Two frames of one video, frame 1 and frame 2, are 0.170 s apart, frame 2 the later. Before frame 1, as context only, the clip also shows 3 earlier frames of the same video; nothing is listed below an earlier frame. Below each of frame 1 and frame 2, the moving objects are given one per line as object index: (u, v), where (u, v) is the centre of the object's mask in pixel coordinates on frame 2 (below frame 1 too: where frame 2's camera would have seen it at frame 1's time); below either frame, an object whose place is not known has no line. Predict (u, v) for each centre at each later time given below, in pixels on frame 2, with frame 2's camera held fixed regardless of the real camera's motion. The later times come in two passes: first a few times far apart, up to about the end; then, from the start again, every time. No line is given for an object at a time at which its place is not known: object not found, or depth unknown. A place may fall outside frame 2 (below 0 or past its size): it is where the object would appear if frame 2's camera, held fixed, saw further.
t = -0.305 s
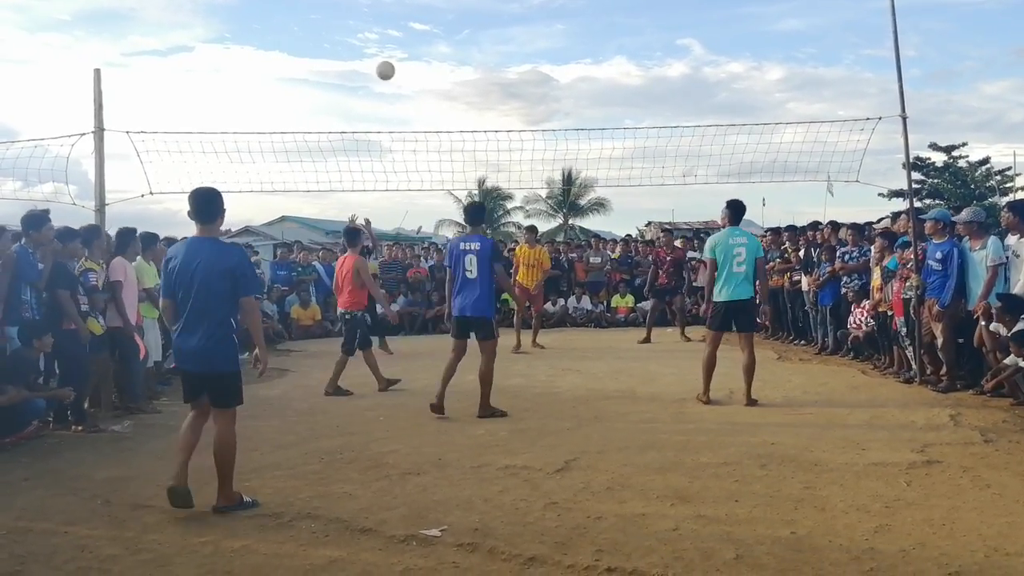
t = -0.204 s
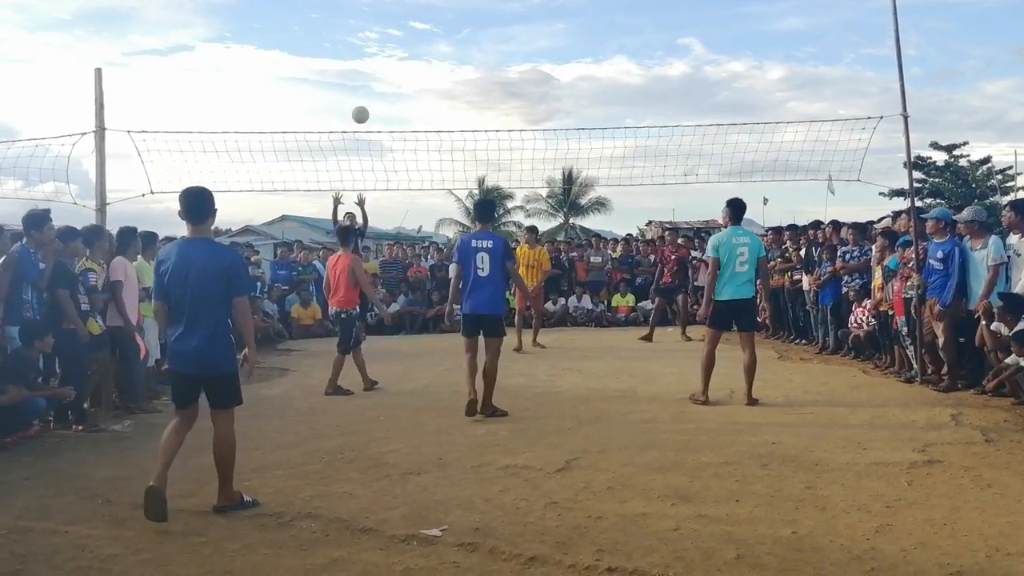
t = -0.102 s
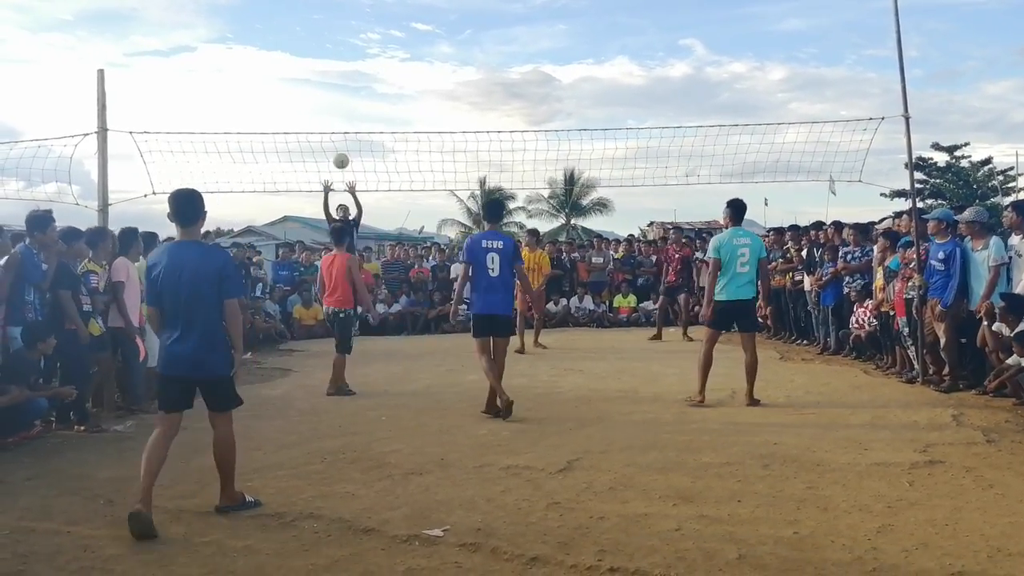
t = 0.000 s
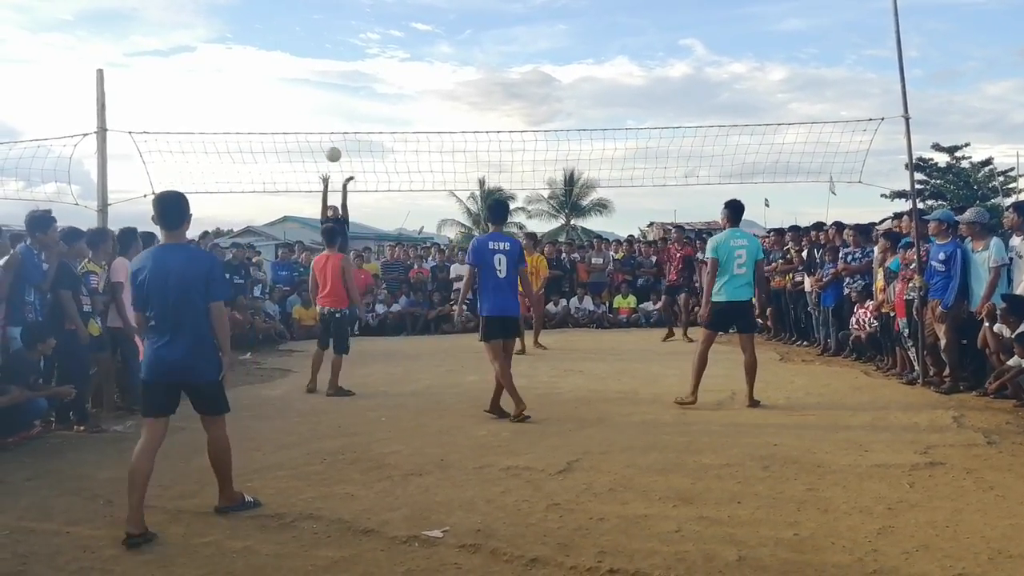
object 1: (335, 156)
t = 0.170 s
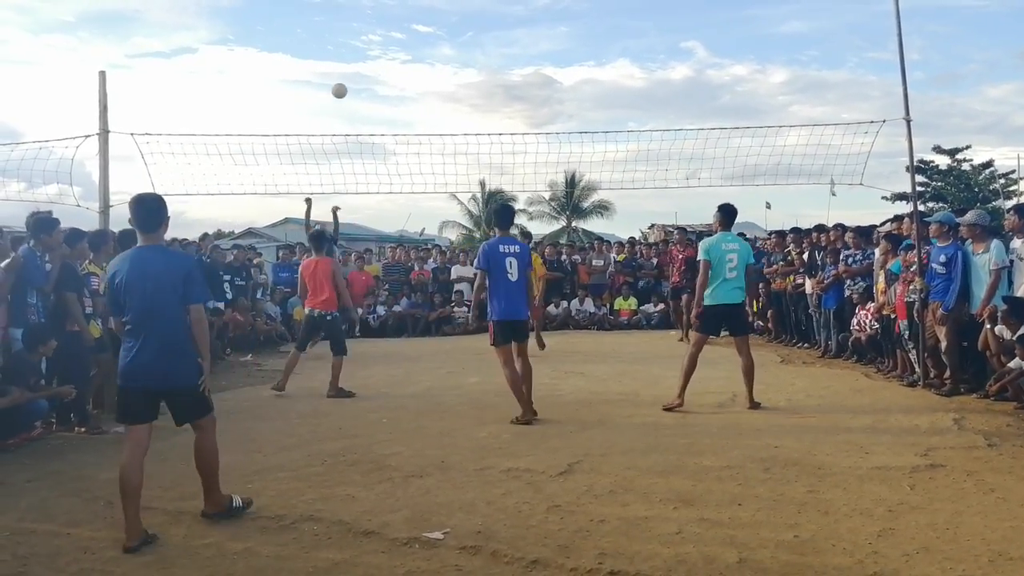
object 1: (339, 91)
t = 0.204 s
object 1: (340, 80)
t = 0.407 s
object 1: (346, 33)
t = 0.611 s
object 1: (354, 17)
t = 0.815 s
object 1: (361, 31)
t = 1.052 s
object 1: (372, 87)
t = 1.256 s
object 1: (382, 168)
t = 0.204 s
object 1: (340, 80)
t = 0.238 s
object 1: (341, 70)
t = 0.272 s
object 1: (342, 61)
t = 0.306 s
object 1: (343, 53)
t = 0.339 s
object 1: (344, 45)
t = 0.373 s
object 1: (345, 39)
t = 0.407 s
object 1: (346, 33)
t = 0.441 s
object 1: (347, 28)
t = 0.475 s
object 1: (349, 24)
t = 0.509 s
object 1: (350, 21)
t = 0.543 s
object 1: (351, 19)
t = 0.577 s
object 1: (352, 18)
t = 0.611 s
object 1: (354, 17)
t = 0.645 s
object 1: (355, 17)
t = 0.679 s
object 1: (356, 18)
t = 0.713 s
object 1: (357, 20)
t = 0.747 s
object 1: (359, 23)
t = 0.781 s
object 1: (360, 27)
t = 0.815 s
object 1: (361, 31)
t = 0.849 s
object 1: (363, 37)
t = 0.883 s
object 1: (364, 43)
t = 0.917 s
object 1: (366, 50)
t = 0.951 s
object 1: (367, 58)
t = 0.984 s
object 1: (369, 67)
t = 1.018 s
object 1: (371, 77)
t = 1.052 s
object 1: (372, 87)
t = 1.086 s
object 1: (373, 98)
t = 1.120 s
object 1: (375, 111)
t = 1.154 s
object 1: (377, 124)
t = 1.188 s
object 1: (378, 138)
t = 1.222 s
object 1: (380, 153)
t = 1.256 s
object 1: (382, 168)
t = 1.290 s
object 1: (384, 184)
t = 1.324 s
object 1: (386, 202)
